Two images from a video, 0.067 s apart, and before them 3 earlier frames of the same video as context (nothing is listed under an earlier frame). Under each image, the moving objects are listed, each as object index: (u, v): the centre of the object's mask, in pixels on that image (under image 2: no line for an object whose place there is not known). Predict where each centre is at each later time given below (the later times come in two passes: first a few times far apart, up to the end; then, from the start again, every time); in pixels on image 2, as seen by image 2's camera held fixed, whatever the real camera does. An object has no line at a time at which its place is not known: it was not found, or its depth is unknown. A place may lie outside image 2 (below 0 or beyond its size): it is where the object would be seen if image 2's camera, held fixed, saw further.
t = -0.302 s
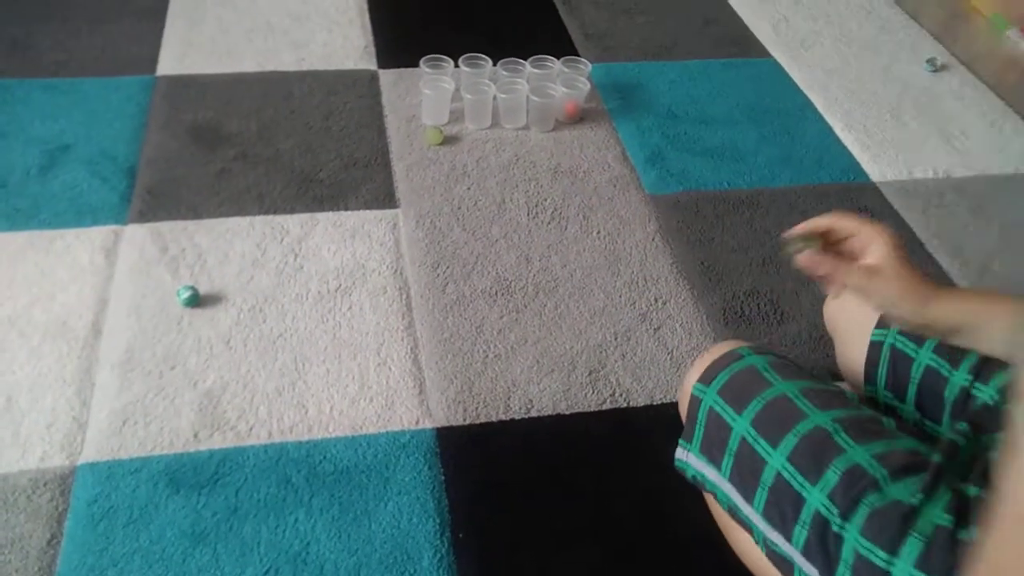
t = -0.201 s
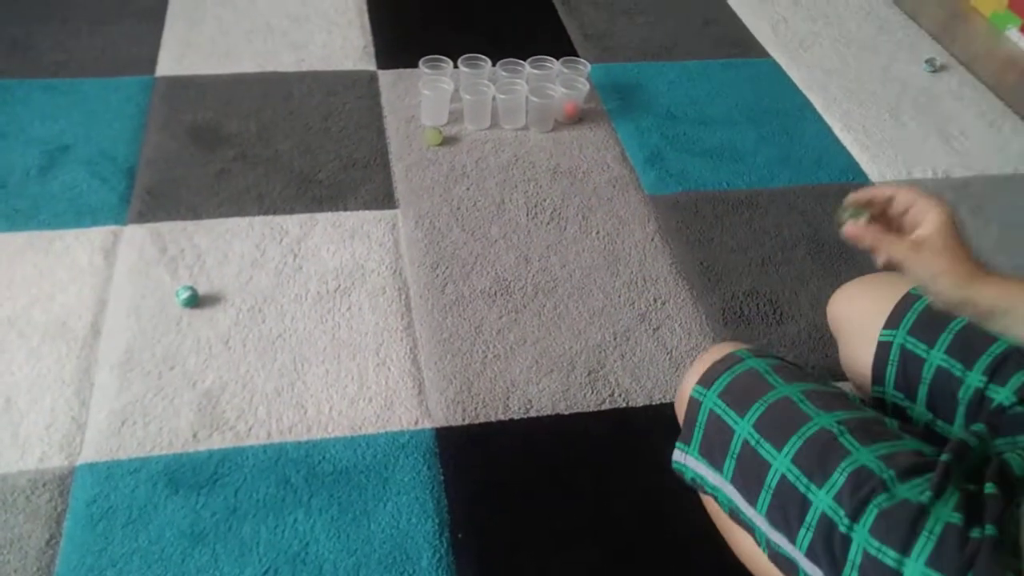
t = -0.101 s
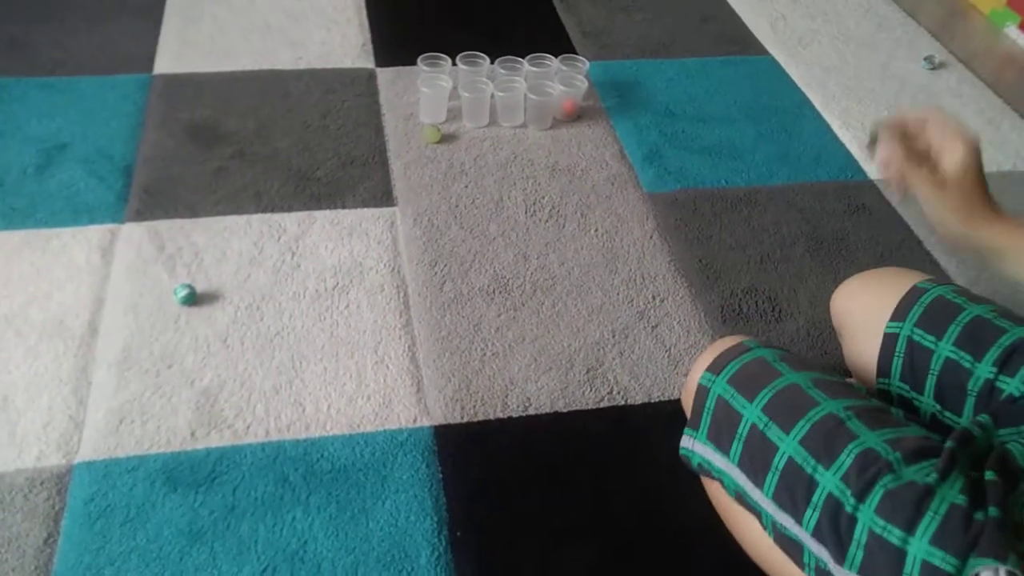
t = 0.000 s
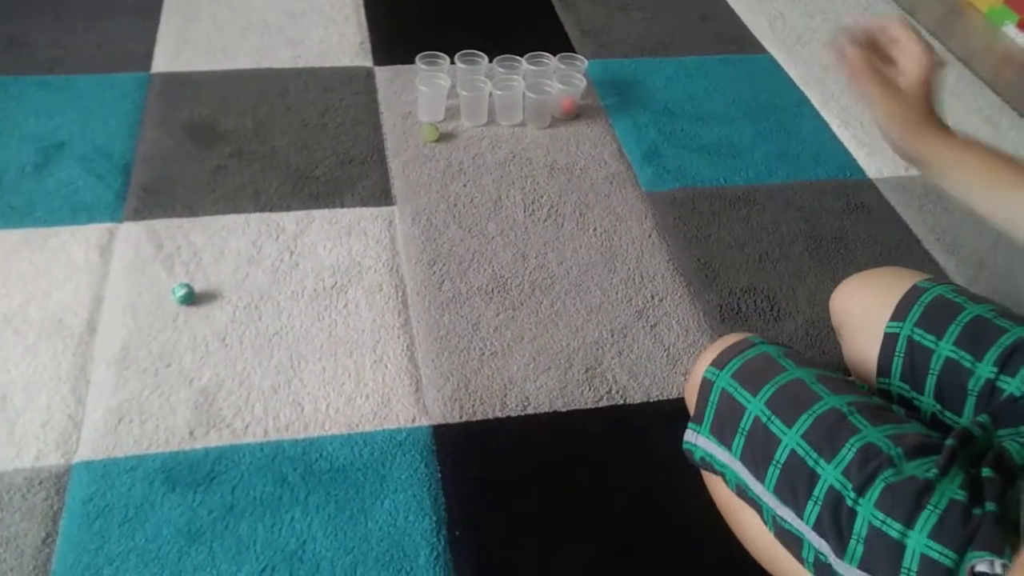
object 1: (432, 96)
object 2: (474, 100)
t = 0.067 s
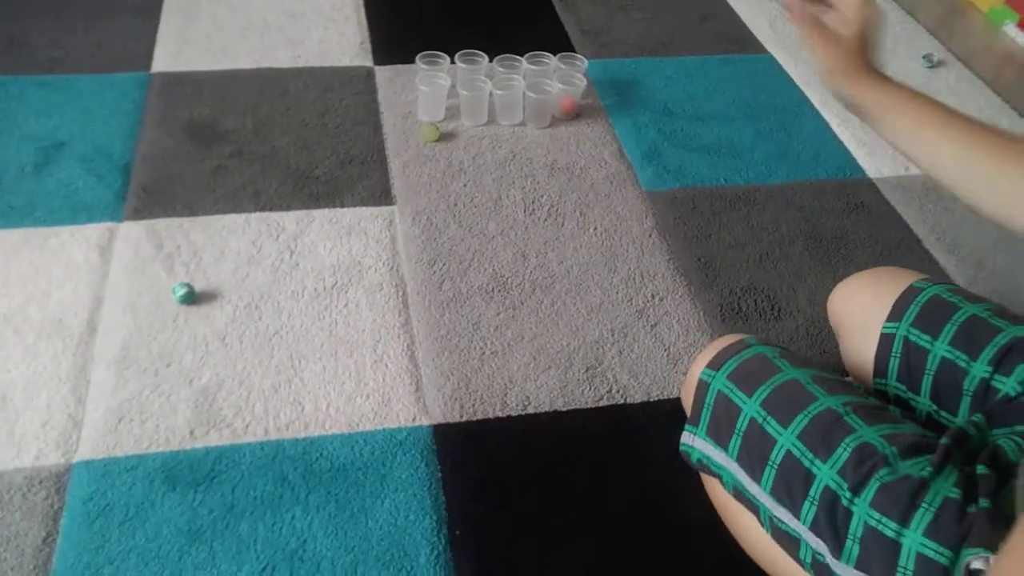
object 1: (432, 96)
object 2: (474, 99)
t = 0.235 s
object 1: (432, 96)
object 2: (474, 100)
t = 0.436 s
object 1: (415, 97)
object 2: (461, 105)
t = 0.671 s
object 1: (381, 99)
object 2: (446, 112)
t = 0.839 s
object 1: (382, 99)
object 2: (446, 112)
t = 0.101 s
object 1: (432, 96)
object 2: (474, 100)
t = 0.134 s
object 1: (432, 96)
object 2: (474, 100)
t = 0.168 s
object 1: (432, 96)
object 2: (474, 99)
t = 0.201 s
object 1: (432, 96)
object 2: (474, 100)
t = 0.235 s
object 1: (432, 96)
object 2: (474, 100)
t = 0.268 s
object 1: (432, 96)
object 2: (474, 100)
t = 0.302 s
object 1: (432, 95)
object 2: (474, 99)
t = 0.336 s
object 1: (432, 96)
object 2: (474, 100)
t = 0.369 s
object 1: (430, 96)
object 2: (470, 99)
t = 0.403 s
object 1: (425, 94)
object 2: (465, 104)
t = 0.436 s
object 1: (415, 97)
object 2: (461, 105)
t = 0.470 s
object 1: (409, 97)
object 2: (452, 106)
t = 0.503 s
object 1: (398, 102)
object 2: (450, 110)
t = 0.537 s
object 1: (389, 97)
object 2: (450, 110)
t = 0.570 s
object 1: (384, 98)
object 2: (448, 112)
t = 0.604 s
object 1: (381, 99)
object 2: (446, 112)
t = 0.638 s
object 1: (381, 99)
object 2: (446, 112)
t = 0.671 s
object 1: (381, 99)
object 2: (446, 112)
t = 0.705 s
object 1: (381, 99)
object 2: (446, 112)
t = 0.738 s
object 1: (381, 100)
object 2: (446, 112)
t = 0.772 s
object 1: (381, 100)
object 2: (446, 112)
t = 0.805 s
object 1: (381, 100)
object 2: (446, 112)
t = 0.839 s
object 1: (382, 99)
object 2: (446, 112)
